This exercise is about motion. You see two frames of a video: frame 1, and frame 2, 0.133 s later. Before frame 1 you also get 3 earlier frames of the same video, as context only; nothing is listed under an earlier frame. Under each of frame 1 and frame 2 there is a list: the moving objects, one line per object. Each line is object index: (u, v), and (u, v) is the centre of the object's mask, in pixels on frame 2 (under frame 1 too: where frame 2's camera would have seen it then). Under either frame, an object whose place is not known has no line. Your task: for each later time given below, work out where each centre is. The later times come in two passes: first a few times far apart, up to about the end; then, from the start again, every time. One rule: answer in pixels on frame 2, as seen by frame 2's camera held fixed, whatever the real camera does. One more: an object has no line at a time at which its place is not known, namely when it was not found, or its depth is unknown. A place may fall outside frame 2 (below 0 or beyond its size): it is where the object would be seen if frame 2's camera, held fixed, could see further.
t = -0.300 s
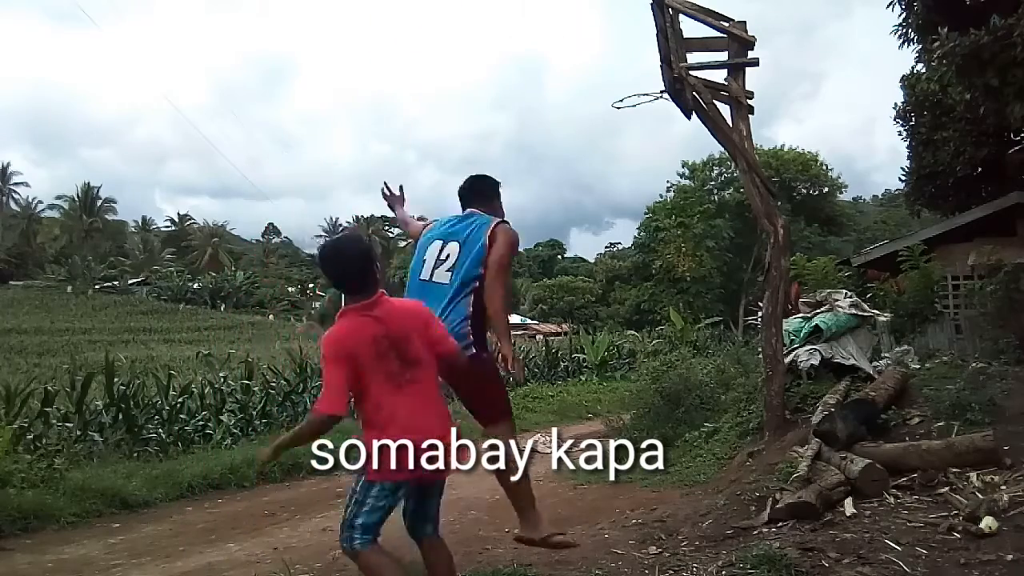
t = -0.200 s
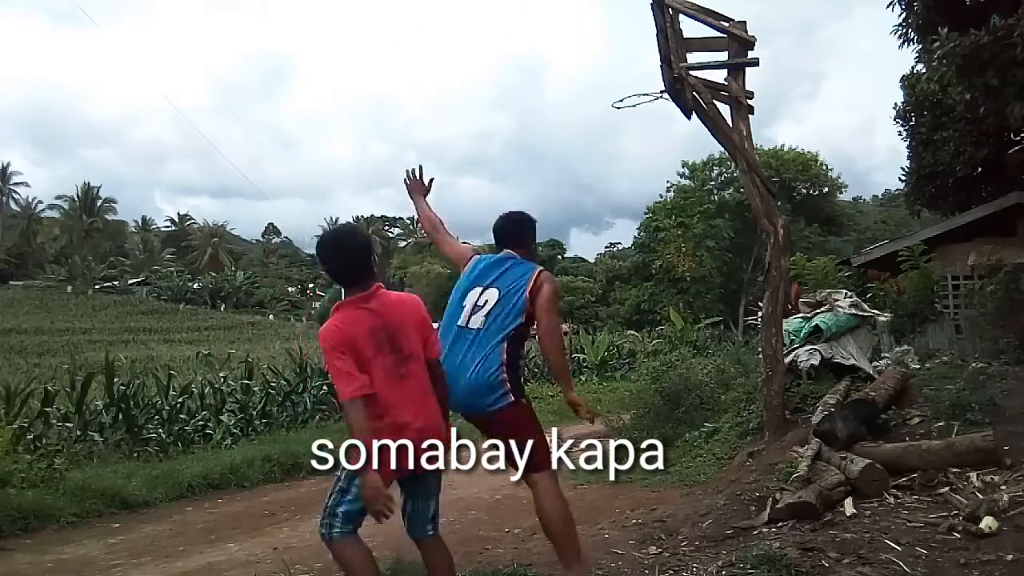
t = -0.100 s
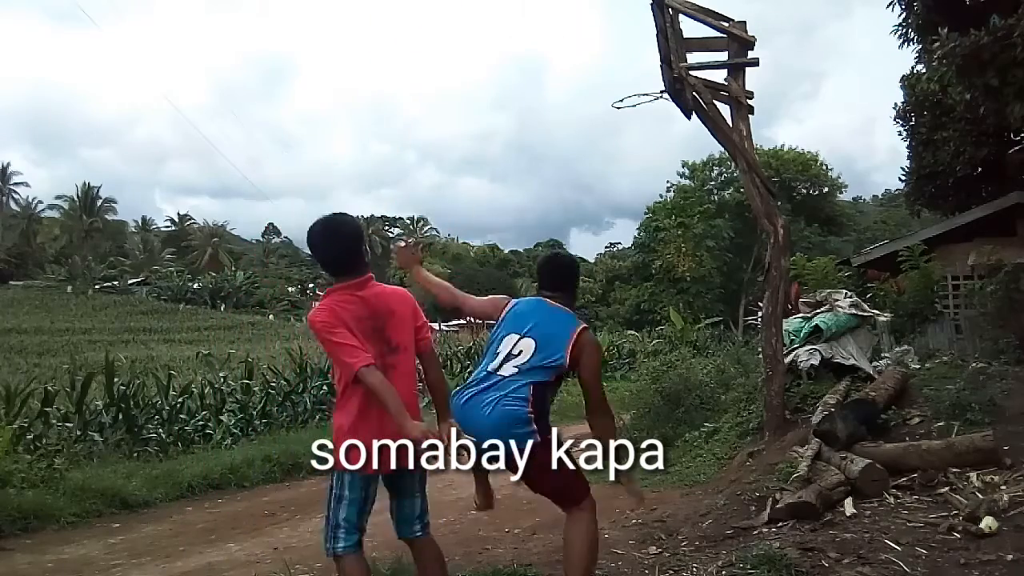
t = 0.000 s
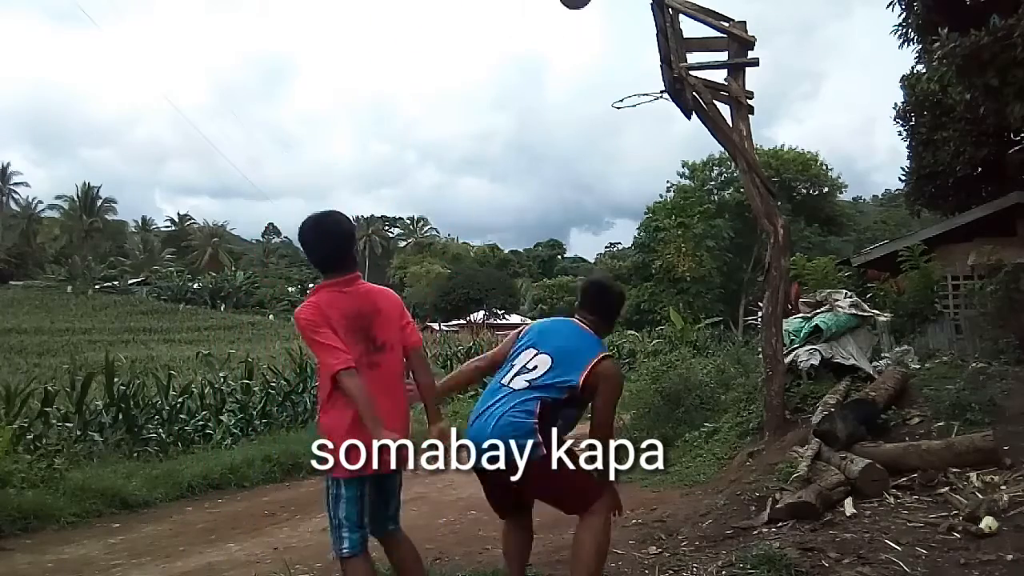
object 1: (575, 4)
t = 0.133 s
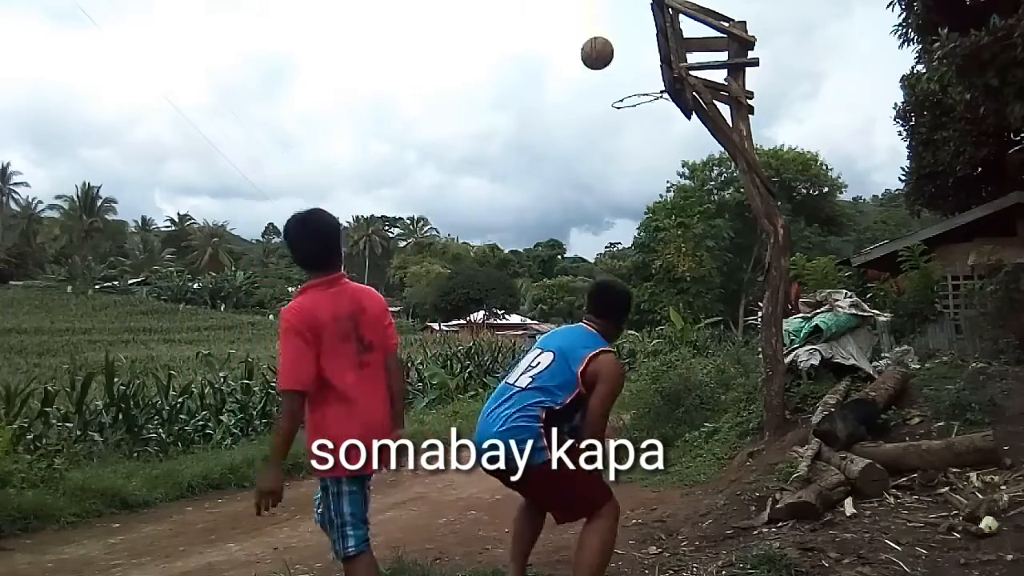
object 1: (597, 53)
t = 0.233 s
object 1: (609, 102)
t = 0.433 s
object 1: (586, 102)
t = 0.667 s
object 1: (559, 150)
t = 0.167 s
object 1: (602, 71)
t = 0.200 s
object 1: (607, 89)
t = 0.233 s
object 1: (609, 102)
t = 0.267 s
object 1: (608, 105)
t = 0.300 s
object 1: (603, 102)
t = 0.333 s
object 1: (599, 100)
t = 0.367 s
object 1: (594, 99)
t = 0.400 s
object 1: (590, 100)
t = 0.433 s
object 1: (586, 102)
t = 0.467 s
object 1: (582, 105)
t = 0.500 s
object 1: (577, 110)
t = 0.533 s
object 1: (574, 116)
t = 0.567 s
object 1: (570, 122)
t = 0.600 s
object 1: (566, 130)
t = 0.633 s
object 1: (562, 140)
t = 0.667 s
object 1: (559, 150)
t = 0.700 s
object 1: (556, 162)
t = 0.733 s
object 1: (552, 174)
